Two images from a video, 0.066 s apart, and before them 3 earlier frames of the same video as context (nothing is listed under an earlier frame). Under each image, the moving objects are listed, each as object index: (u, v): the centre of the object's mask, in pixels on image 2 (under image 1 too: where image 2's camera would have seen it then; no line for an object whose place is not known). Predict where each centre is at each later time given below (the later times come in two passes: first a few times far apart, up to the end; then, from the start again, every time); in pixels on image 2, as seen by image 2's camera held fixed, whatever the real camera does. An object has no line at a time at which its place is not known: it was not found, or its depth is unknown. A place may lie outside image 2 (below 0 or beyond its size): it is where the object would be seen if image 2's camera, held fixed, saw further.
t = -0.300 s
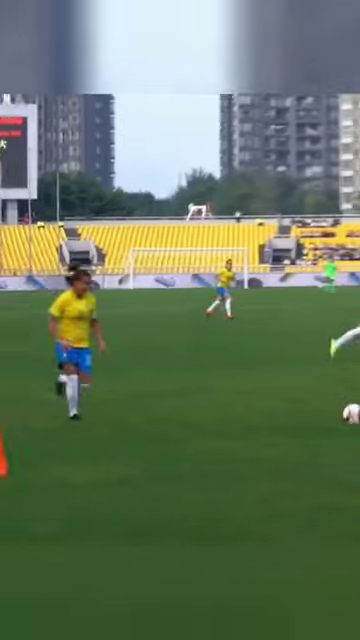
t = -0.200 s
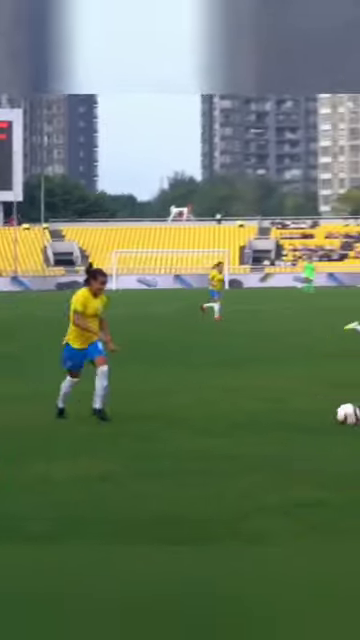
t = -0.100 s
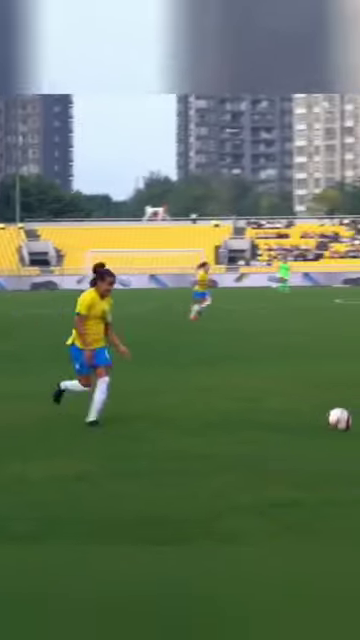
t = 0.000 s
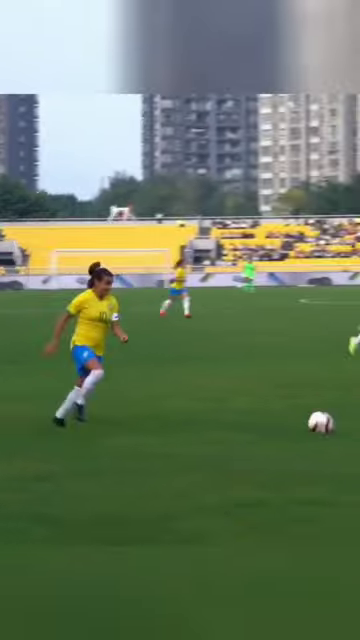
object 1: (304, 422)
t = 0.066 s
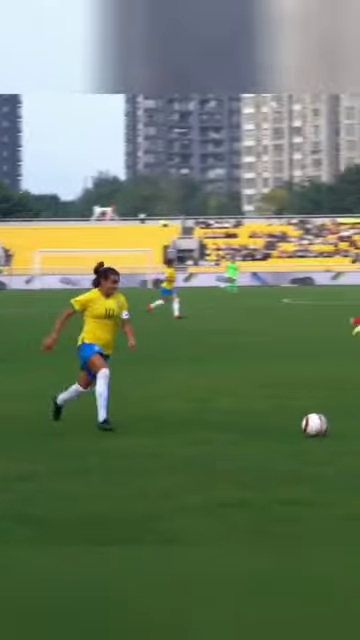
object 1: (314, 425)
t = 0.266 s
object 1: (349, 436)
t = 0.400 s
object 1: (368, 443)
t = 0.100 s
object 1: (321, 427)
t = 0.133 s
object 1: (327, 430)
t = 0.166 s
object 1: (333, 432)
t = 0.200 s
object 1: (338, 433)
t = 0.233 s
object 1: (343, 434)
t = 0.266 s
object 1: (349, 436)
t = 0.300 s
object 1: (353, 437)
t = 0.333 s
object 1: (358, 440)
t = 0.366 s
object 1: (364, 442)
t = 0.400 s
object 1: (368, 443)
